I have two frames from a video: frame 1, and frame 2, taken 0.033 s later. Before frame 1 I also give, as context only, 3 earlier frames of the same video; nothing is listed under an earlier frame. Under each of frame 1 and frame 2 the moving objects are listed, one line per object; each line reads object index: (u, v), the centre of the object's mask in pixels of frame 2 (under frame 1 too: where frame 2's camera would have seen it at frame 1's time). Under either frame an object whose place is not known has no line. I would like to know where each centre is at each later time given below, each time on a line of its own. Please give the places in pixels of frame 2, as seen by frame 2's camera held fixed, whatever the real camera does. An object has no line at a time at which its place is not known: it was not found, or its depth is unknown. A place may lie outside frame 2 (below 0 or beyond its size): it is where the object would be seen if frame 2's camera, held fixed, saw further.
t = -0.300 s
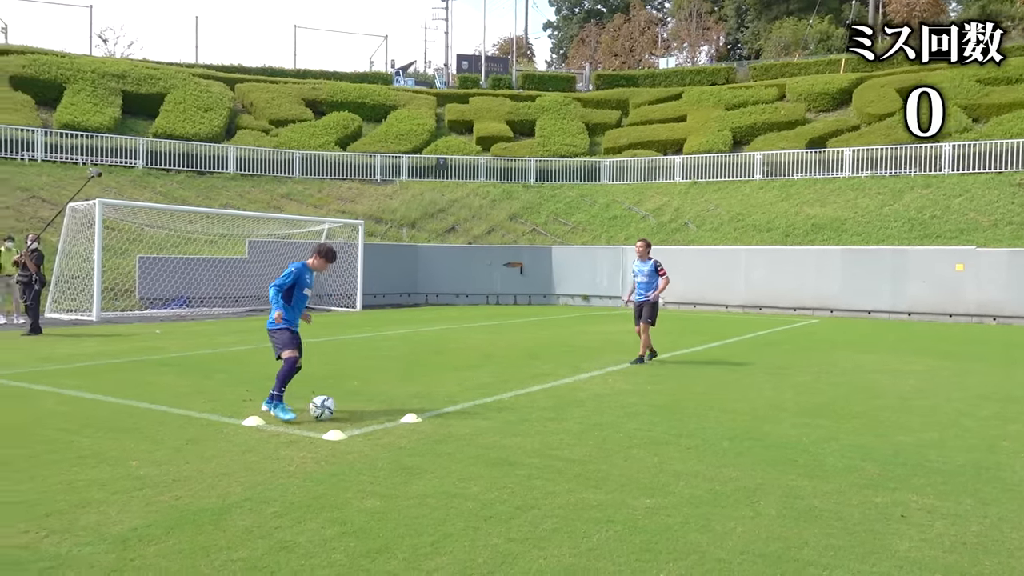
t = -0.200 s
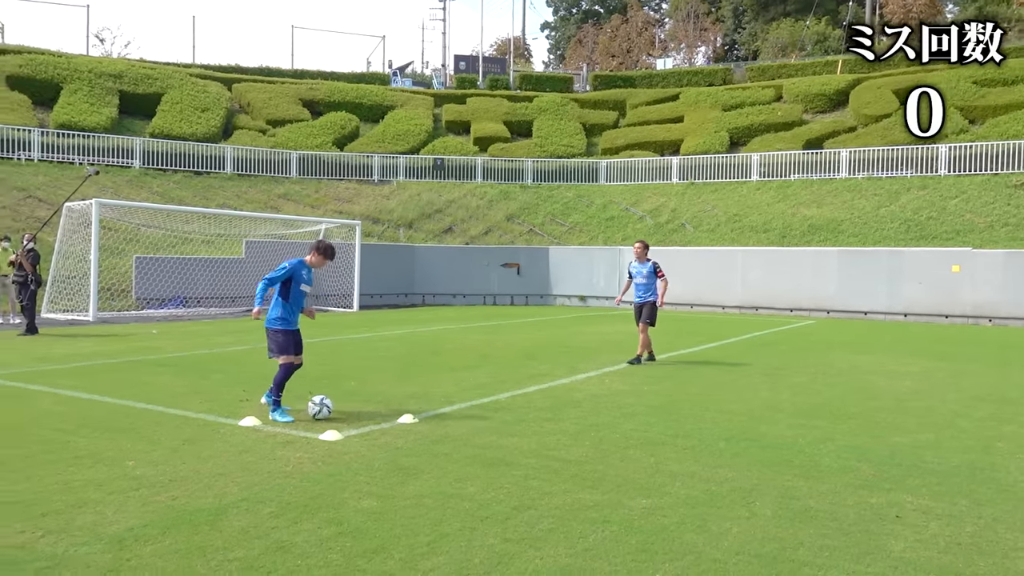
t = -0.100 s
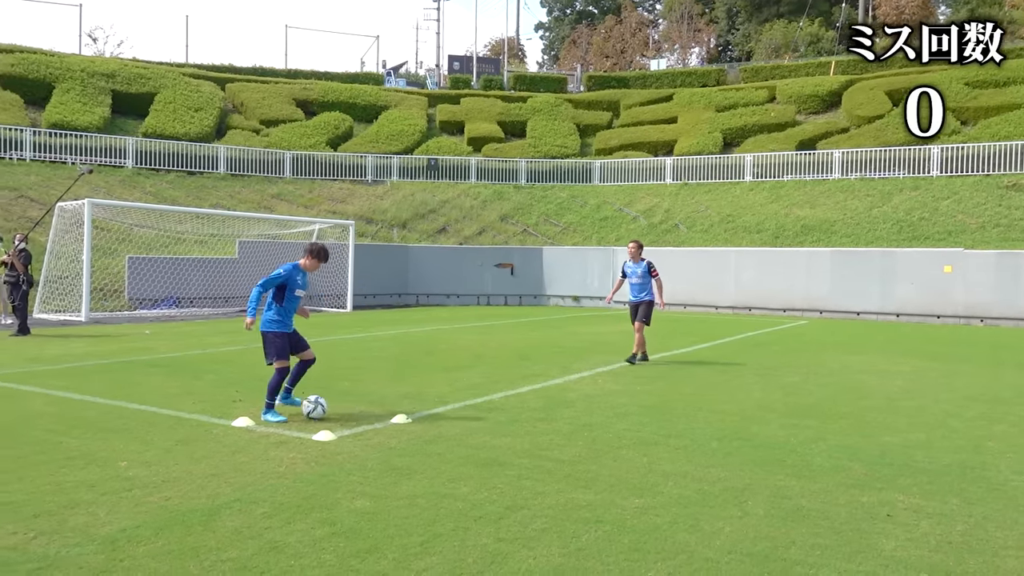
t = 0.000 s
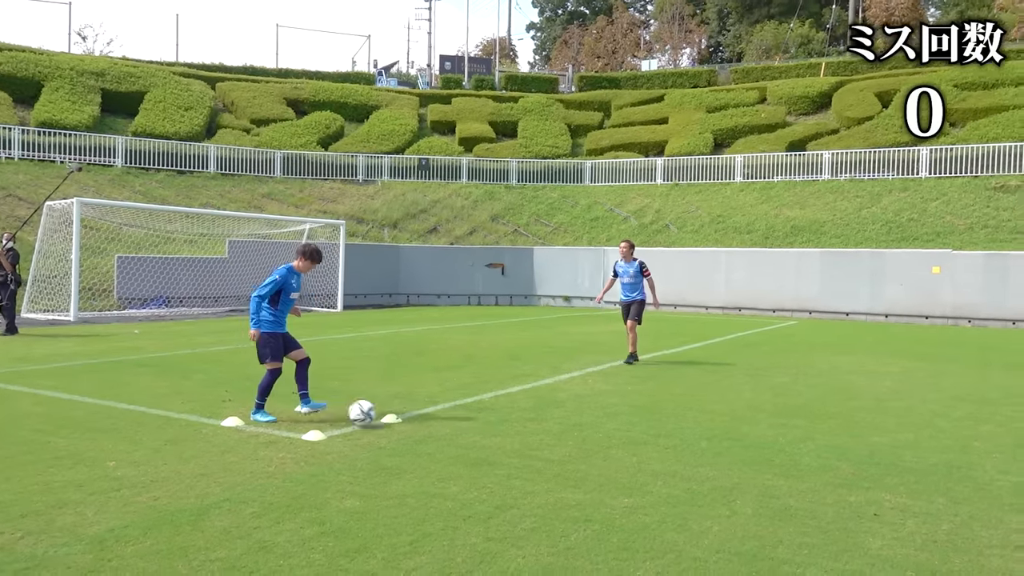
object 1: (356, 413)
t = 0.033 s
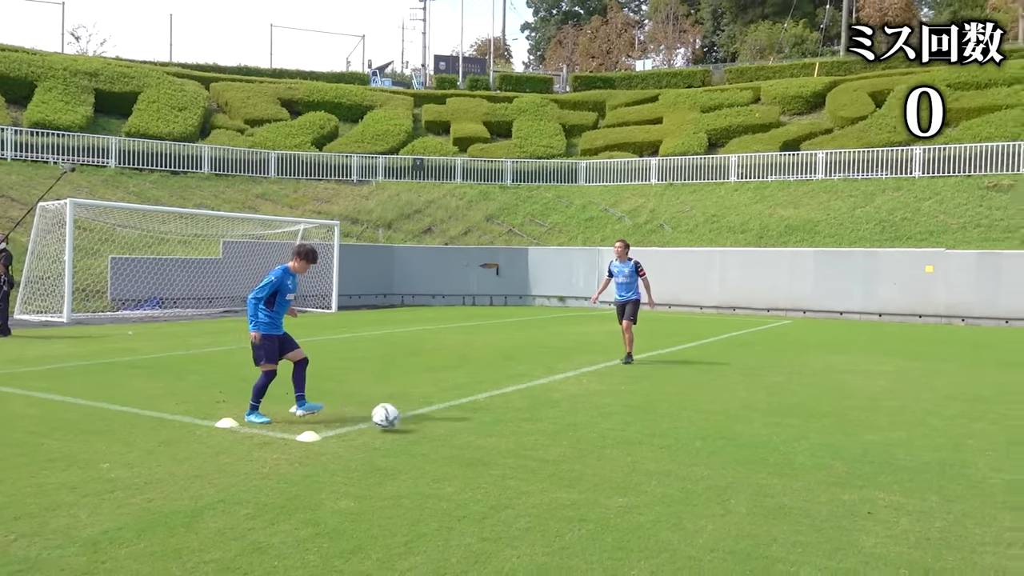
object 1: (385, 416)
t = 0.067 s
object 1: (415, 420)
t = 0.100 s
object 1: (446, 426)
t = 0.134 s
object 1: (477, 432)
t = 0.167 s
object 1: (507, 434)
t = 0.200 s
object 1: (537, 437)
